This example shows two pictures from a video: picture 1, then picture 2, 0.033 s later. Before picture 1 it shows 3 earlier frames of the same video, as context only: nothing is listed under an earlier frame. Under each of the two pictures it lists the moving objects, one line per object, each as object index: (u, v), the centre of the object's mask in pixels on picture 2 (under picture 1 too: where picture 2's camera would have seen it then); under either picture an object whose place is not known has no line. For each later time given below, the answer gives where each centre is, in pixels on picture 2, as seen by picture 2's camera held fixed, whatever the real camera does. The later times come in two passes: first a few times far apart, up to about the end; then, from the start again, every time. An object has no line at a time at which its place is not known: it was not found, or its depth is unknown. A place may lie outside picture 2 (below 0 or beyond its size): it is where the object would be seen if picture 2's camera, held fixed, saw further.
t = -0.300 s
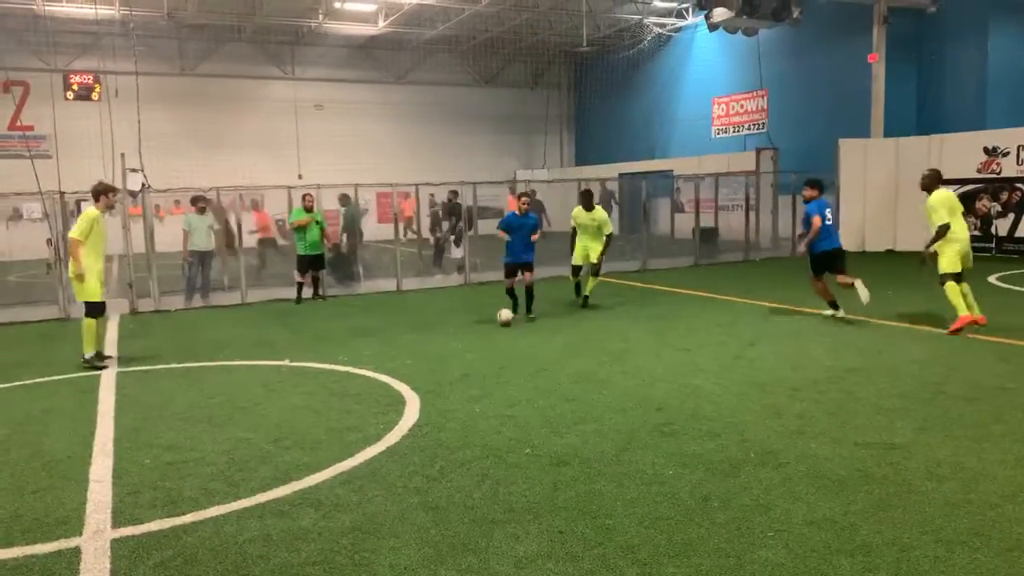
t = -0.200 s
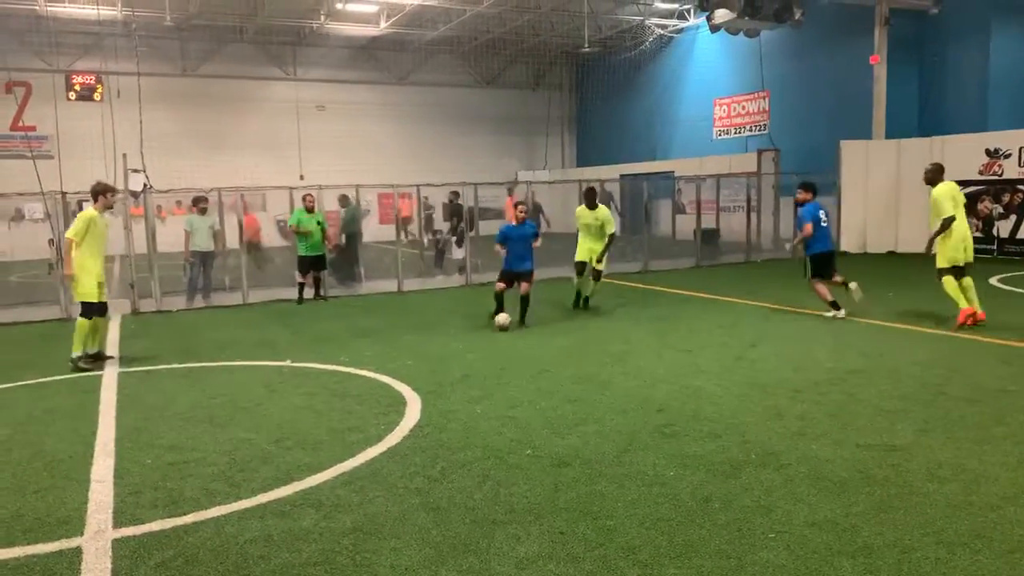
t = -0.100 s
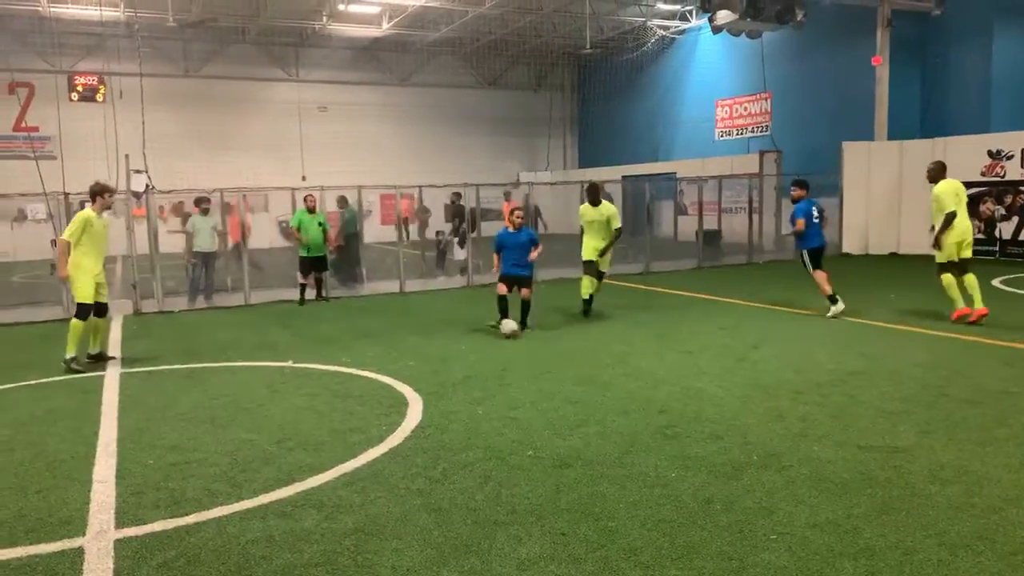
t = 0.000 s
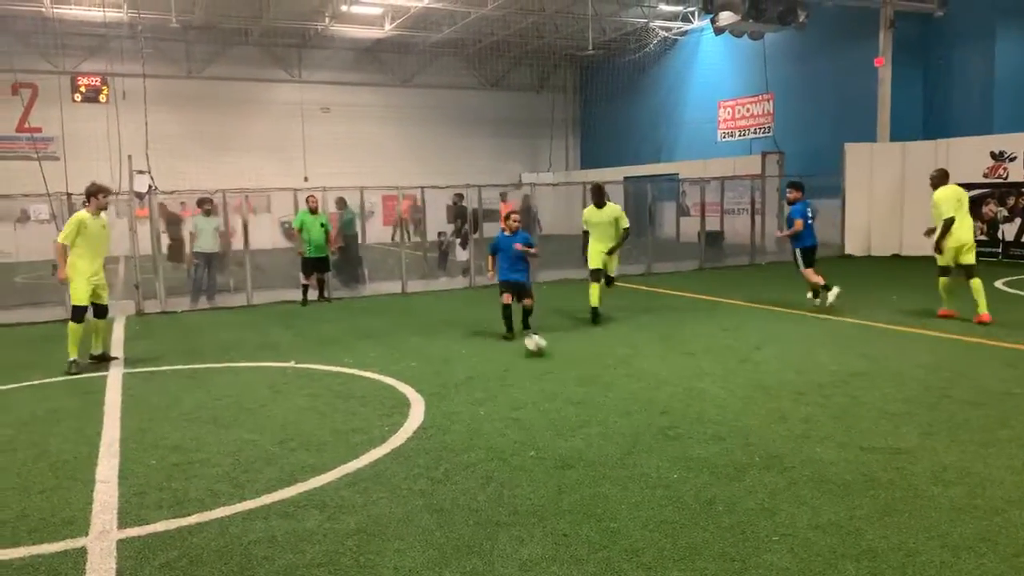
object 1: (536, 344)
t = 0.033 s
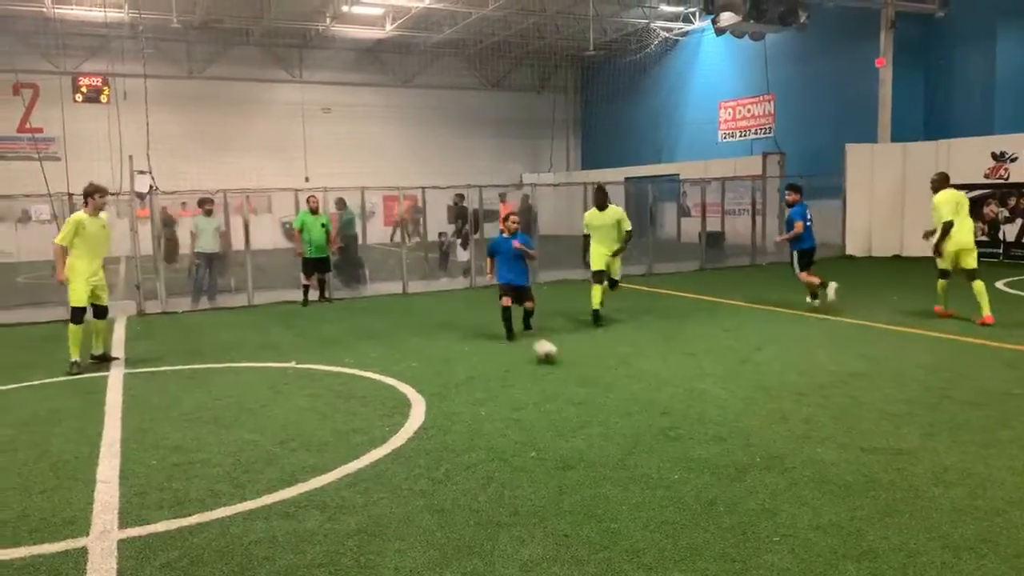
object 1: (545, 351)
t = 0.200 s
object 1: (600, 387)
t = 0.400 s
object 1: (694, 449)
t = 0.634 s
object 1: (872, 556)
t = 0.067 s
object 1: (554, 358)
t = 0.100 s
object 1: (565, 366)
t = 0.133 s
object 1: (575, 371)
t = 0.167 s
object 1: (588, 378)
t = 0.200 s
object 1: (600, 387)
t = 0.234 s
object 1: (612, 396)
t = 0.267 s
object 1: (626, 404)
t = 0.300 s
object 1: (642, 413)
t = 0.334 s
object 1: (659, 422)
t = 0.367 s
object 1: (676, 439)
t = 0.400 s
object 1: (694, 449)
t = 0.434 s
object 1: (715, 464)
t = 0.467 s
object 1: (735, 477)
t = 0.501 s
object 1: (759, 492)
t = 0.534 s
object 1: (784, 508)
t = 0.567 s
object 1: (811, 529)
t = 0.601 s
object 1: (841, 544)
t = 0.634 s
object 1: (872, 556)
